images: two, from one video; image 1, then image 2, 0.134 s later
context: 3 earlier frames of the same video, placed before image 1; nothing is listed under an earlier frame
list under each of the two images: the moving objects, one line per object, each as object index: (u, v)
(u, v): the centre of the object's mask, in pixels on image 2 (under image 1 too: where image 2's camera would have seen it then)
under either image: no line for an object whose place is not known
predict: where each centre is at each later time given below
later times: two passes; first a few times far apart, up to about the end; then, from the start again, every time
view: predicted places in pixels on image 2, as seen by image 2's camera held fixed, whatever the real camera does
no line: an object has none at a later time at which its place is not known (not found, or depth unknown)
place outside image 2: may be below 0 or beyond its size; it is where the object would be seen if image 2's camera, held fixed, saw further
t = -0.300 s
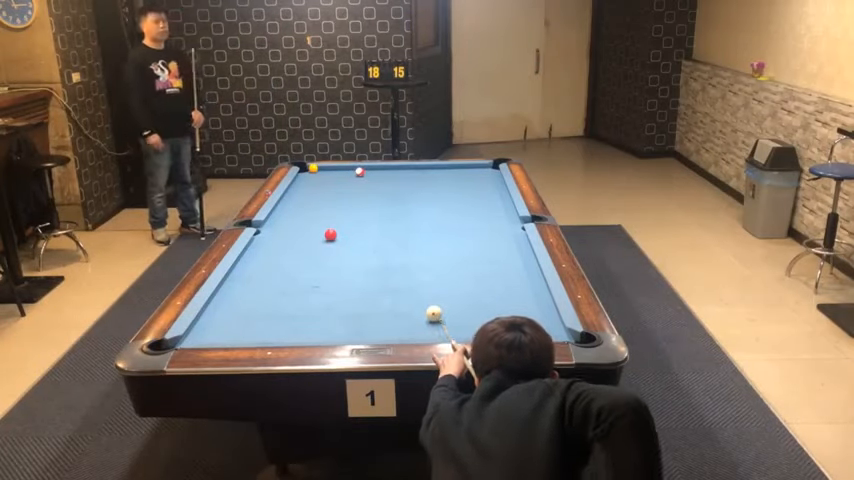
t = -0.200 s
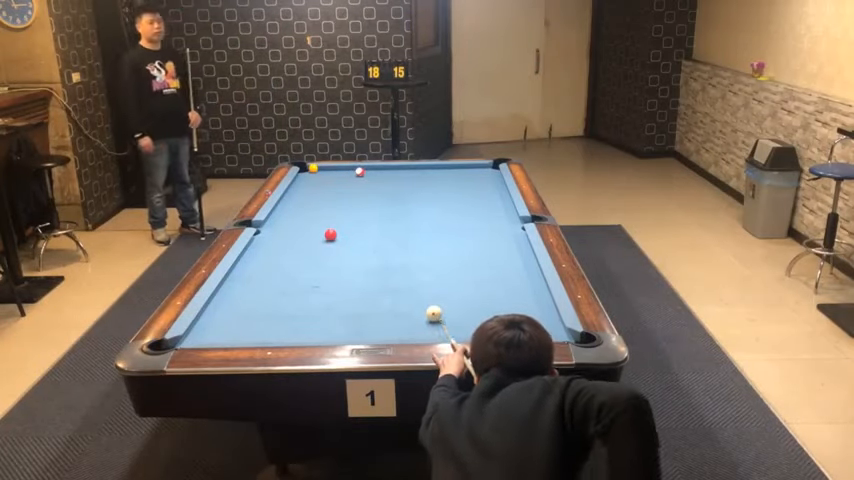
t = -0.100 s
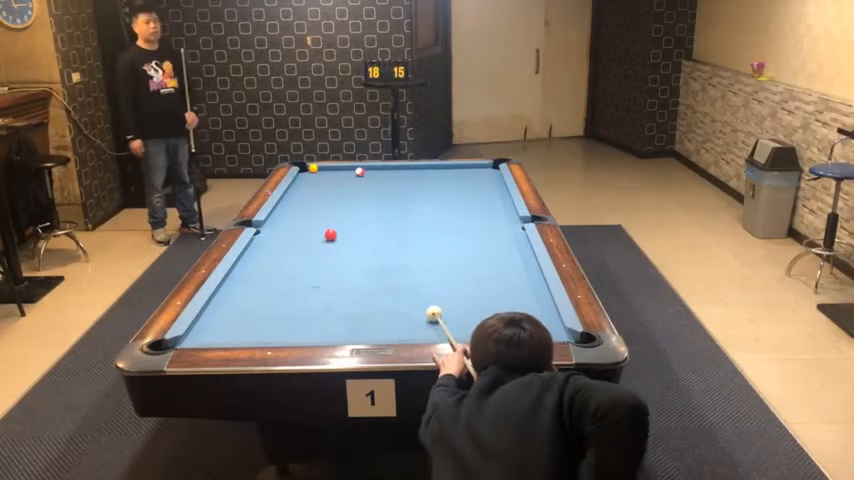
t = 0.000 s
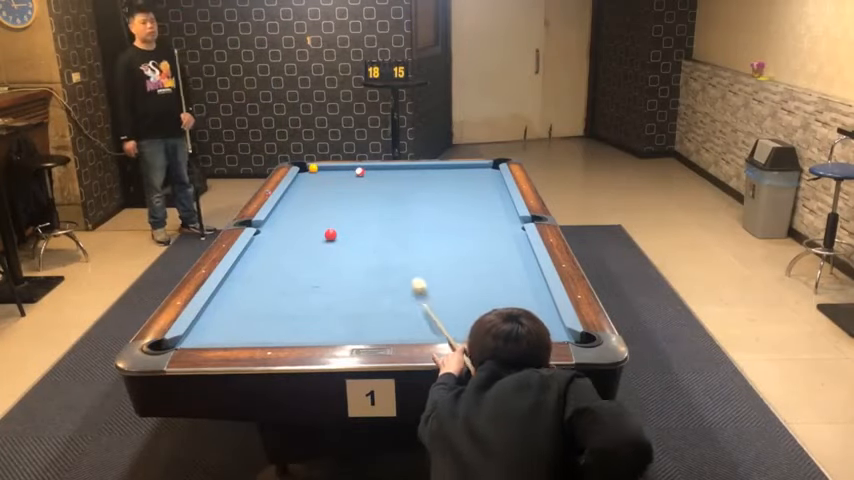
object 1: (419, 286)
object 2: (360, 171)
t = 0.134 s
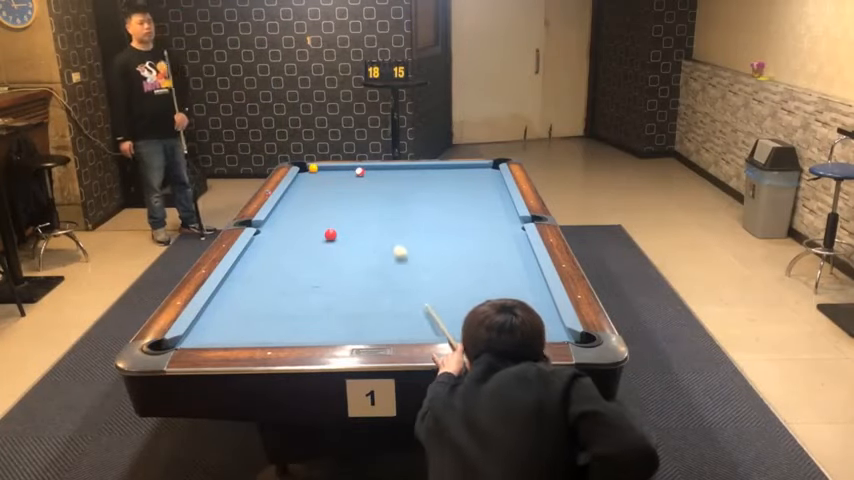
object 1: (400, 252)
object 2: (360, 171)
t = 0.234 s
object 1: (389, 231)
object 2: (360, 171)
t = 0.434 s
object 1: (371, 199)
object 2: (360, 171)
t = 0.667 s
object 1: (353, 173)
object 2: (363, 169)
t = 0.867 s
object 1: (322, 169)
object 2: (366, 174)
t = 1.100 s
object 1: (317, 168)
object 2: (369, 184)
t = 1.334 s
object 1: (309, 170)
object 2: (372, 196)
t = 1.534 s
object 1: (303, 171)
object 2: (374, 208)
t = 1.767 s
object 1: (305, 172)
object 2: (378, 222)
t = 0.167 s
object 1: (396, 245)
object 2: (360, 172)
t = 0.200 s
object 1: (392, 238)
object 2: (360, 172)
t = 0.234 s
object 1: (389, 231)
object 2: (360, 171)
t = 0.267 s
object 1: (386, 226)
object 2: (360, 171)
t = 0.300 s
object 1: (382, 220)
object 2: (360, 172)
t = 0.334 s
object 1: (379, 214)
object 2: (360, 172)
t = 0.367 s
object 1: (376, 209)
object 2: (360, 172)
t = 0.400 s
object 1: (374, 204)
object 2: (360, 171)
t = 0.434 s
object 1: (371, 199)
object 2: (360, 171)
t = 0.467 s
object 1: (369, 195)
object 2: (360, 172)
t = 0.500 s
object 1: (367, 190)
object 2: (360, 172)
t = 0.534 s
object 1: (364, 186)
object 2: (359, 171)
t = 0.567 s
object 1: (362, 182)
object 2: (360, 171)
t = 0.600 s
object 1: (360, 179)
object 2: (360, 170)
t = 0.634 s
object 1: (357, 175)
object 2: (360, 170)
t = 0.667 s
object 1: (353, 173)
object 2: (363, 169)
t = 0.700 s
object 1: (347, 173)
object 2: (365, 167)
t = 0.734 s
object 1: (341, 173)
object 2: (365, 168)
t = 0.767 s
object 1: (336, 172)
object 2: (365, 169)
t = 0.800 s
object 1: (331, 171)
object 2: (366, 171)
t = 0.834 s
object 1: (326, 171)
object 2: (366, 173)
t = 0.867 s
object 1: (322, 169)
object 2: (366, 174)
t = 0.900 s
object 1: (320, 169)
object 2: (367, 175)
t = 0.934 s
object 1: (320, 169)
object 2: (367, 177)
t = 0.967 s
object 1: (320, 169)
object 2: (368, 179)
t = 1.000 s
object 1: (319, 169)
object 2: (368, 180)
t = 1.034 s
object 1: (319, 168)
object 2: (368, 182)
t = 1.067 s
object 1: (318, 168)
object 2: (369, 183)
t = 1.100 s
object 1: (317, 168)
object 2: (369, 184)
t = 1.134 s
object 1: (316, 168)
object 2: (369, 187)
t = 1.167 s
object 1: (314, 168)
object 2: (369, 188)
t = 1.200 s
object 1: (313, 169)
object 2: (370, 190)
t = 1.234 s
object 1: (312, 169)
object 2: (371, 191)
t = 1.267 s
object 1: (311, 169)
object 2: (371, 193)
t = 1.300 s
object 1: (310, 169)
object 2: (371, 195)
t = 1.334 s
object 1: (309, 170)
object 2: (372, 196)
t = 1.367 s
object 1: (308, 170)
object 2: (372, 198)
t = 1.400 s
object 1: (307, 170)
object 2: (372, 200)
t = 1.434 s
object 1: (306, 170)
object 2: (373, 202)
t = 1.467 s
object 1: (305, 170)
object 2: (373, 204)
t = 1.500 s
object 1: (304, 170)
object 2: (373, 205)
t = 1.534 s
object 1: (303, 171)
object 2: (374, 208)
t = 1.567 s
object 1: (303, 171)
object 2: (374, 209)
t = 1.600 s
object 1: (304, 171)
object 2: (375, 211)
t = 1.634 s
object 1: (304, 171)
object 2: (375, 214)
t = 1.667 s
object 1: (304, 171)
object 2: (376, 215)
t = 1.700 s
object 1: (305, 171)
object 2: (377, 218)
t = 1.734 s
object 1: (305, 171)
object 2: (377, 219)
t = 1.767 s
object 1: (305, 172)
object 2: (378, 222)
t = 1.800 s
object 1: (305, 172)
